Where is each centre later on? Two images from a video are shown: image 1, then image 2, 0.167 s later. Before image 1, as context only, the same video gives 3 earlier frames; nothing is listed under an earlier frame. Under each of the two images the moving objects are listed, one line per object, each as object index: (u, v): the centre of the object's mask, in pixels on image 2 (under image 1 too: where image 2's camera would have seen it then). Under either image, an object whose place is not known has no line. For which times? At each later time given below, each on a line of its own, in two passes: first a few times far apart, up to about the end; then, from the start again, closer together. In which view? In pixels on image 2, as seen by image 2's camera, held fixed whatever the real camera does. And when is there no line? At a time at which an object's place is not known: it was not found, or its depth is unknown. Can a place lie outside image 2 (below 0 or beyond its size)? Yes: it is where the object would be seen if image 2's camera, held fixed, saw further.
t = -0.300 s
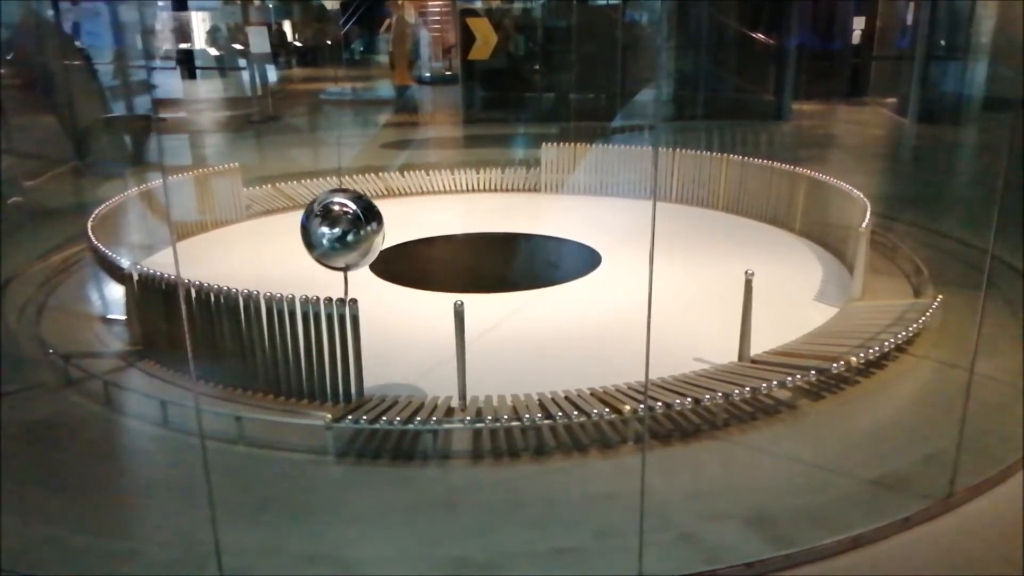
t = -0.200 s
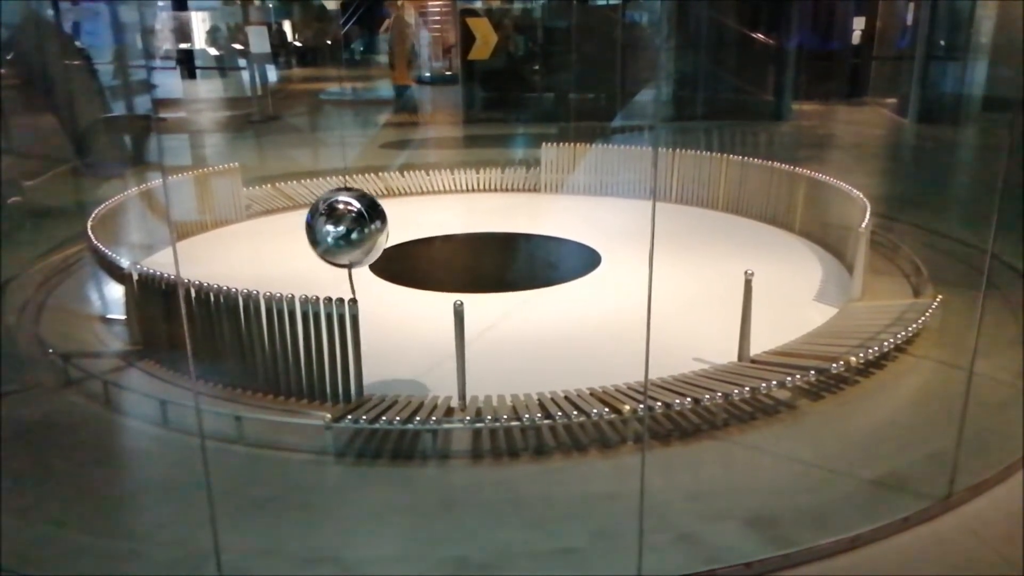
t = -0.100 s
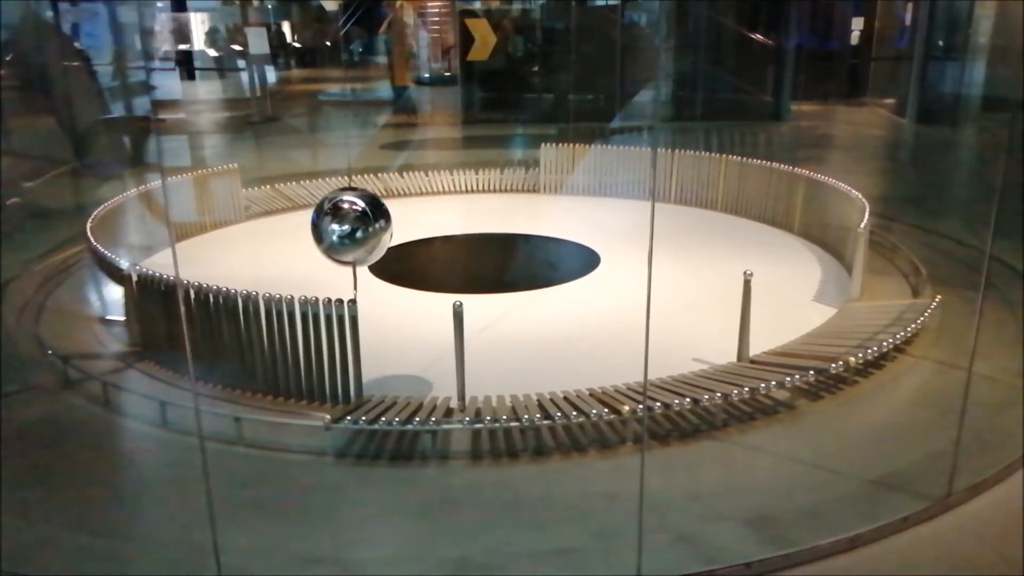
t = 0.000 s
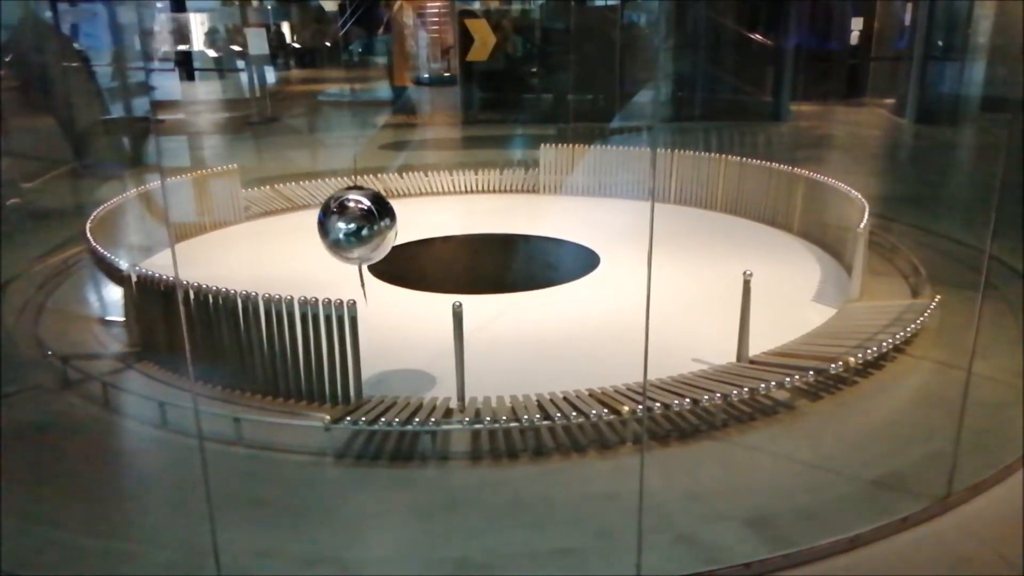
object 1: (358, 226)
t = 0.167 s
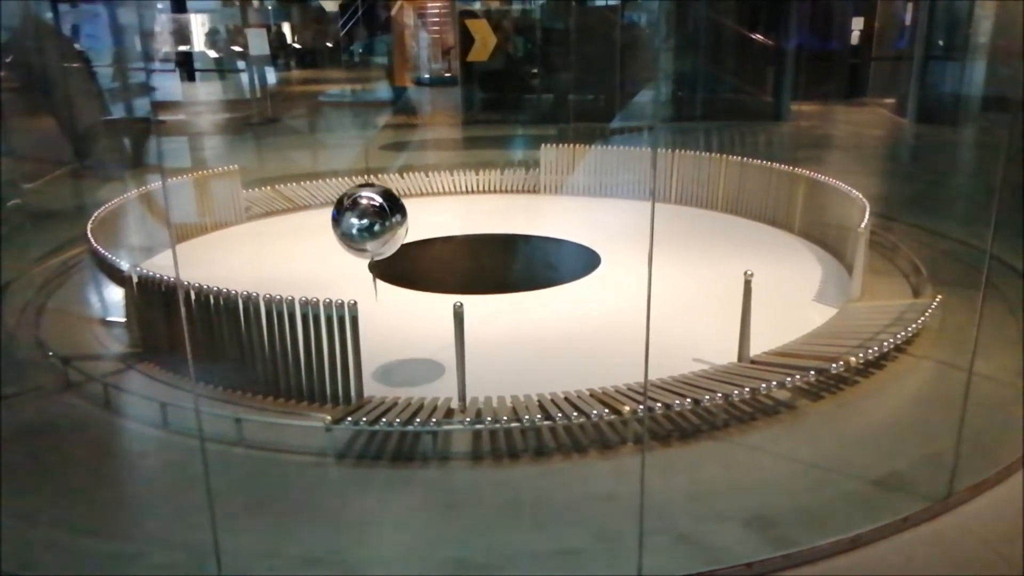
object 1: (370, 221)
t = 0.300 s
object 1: (380, 217)
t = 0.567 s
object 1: (401, 208)
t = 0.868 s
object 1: (425, 197)
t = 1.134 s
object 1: (445, 187)
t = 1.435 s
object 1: (464, 175)
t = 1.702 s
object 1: (480, 164)
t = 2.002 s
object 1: (496, 154)
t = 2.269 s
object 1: (507, 145)
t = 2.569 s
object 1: (516, 135)
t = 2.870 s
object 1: (524, 126)
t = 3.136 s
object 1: (530, 121)
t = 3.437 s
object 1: (534, 115)
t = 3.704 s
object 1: (537, 111)
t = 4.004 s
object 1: (539, 108)
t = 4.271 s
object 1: (539, 108)
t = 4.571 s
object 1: (539, 110)
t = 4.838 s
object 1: (537, 112)
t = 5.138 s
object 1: (532, 118)
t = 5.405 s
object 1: (527, 124)
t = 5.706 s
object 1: (521, 131)
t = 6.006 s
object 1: (511, 141)
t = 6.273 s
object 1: (501, 149)
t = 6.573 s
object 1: (487, 160)
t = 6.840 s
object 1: (472, 169)
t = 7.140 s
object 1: (453, 182)
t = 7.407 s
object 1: (434, 192)
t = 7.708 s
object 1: (411, 204)
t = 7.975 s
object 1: (389, 213)
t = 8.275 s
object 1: (366, 222)
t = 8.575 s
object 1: (347, 229)
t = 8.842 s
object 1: (336, 233)
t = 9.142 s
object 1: (332, 235)
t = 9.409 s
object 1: (337, 233)
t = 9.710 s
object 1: (350, 228)
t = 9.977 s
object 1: (368, 222)
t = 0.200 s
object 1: (372, 220)
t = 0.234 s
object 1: (375, 219)
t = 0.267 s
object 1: (377, 218)
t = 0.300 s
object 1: (380, 217)
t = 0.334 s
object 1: (382, 216)
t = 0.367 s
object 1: (385, 215)
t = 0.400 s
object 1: (388, 214)
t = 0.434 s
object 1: (390, 213)
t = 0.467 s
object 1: (393, 212)
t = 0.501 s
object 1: (396, 210)
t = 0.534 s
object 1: (398, 209)
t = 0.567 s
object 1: (401, 208)
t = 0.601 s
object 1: (404, 207)
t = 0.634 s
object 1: (406, 206)
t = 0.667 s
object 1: (409, 204)
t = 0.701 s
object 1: (411, 203)
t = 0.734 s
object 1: (414, 202)
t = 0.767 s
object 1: (417, 201)
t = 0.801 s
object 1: (419, 200)
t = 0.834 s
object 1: (422, 199)
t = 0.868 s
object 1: (425, 197)
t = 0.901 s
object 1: (427, 196)
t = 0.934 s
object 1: (430, 195)
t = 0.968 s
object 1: (432, 194)
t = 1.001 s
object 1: (435, 192)
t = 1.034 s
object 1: (437, 191)
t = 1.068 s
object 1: (440, 190)
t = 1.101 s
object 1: (442, 188)
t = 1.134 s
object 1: (445, 187)
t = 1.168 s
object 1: (447, 186)
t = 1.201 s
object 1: (449, 184)
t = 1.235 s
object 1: (452, 183)
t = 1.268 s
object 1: (454, 182)
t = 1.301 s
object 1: (456, 180)
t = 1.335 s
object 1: (458, 179)
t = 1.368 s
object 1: (460, 178)
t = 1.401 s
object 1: (462, 177)
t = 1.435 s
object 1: (464, 175)
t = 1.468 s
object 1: (467, 174)
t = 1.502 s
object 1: (469, 172)
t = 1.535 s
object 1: (471, 171)
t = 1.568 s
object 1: (472, 170)
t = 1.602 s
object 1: (474, 168)
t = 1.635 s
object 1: (476, 167)
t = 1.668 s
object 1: (478, 165)
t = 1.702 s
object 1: (480, 164)
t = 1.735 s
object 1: (482, 163)
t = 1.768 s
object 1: (484, 162)
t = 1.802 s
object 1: (485, 161)
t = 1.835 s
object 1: (487, 160)
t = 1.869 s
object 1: (489, 158)
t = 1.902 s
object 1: (491, 157)
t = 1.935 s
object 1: (492, 156)
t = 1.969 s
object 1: (494, 155)
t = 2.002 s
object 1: (496, 154)
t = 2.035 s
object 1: (497, 153)
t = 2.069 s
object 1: (498, 151)
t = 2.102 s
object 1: (500, 150)
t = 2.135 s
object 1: (501, 149)
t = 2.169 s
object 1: (503, 148)
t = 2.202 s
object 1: (504, 147)
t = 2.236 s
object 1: (505, 146)
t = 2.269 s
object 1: (507, 145)
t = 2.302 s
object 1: (508, 144)
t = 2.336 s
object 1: (509, 142)
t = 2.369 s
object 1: (510, 141)
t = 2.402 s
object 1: (511, 140)
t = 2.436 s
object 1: (512, 139)
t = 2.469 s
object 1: (513, 138)
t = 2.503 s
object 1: (515, 137)
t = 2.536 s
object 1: (516, 136)
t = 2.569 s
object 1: (516, 135)
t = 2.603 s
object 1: (518, 134)
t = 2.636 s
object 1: (519, 133)
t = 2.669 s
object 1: (520, 132)
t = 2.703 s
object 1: (521, 131)
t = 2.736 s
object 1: (522, 130)
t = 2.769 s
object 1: (523, 129)
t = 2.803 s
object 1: (523, 128)
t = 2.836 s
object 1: (524, 127)
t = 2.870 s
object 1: (524, 126)
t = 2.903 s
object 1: (525, 126)
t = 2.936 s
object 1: (526, 125)
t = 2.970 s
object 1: (526, 124)
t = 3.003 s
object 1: (527, 123)
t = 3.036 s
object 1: (528, 123)
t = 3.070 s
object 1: (529, 122)
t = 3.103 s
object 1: (530, 121)
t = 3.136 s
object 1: (530, 121)
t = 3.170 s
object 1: (531, 120)
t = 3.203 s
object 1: (531, 119)
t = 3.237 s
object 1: (532, 118)
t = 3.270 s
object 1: (532, 118)
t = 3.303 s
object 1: (533, 118)
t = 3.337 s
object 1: (533, 117)
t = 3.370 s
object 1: (534, 116)
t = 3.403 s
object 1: (534, 116)
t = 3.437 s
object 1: (534, 115)
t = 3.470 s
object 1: (535, 114)
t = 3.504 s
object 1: (535, 114)
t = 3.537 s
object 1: (535, 113)
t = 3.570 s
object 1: (536, 113)
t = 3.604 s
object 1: (536, 112)
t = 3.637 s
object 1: (536, 112)
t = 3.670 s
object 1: (537, 111)
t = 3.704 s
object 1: (537, 111)
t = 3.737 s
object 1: (537, 111)
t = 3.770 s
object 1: (538, 111)
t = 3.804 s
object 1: (538, 110)
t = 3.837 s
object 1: (538, 110)
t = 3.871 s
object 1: (539, 109)
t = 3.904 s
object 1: (539, 109)
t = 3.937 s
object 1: (539, 109)
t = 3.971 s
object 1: (539, 109)
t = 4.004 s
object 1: (539, 108)
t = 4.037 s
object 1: (539, 108)
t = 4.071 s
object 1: (539, 108)
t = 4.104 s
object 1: (539, 108)
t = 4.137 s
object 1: (539, 108)
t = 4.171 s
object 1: (539, 108)
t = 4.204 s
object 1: (539, 108)
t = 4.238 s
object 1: (539, 108)
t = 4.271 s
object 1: (539, 108)
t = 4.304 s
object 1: (539, 108)
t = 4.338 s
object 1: (539, 108)
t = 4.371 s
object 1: (539, 109)
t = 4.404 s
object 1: (539, 109)
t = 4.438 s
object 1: (539, 109)
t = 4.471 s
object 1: (539, 109)
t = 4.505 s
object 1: (539, 109)
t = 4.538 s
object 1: (539, 109)
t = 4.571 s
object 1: (539, 110)
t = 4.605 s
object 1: (538, 110)
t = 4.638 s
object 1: (538, 110)
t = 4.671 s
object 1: (538, 111)
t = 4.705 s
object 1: (538, 111)
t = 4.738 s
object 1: (537, 111)
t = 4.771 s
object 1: (537, 111)
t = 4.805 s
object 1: (537, 112)
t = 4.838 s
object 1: (537, 112)
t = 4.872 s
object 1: (536, 112)
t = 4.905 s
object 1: (536, 113)
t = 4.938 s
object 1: (536, 113)
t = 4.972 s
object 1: (534, 115)
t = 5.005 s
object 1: (534, 115)
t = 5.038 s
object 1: (534, 115)
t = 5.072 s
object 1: (533, 116)
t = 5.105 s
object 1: (533, 116)
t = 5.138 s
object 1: (532, 118)
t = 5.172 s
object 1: (532, 119)
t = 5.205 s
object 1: (531, 120)
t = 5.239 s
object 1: (531, 120)
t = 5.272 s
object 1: (530, 121)
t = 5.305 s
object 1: (530, 122)
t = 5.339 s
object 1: (528, 122)
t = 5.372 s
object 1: (528, 122)
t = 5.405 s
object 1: (527, 124)
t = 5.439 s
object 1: (527, 124)
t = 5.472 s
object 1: (526, 125)
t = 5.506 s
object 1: (525, 126)
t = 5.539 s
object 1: (524, 127)
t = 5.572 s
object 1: (524, 128)
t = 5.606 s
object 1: (523, 128)
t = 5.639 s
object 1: (523, 129)
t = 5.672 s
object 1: (522, 130)
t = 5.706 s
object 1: (521, 131)
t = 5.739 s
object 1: (519, 132)
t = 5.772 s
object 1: (519, 133)
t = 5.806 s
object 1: (517, 134)
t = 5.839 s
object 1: (516, 135)
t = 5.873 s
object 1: (515, 136)
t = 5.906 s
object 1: (514, 137)
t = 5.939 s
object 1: (513, 138)
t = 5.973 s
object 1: (512, 140)
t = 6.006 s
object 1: (511, 141)
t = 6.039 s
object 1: (510, 142)
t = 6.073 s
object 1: (509, 143)
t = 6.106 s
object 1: (507, 144)
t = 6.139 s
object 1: (506, 145)
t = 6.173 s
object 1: (505, 146)
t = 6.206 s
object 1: (503, 147)
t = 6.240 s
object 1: (502, 148)
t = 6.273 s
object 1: (501, 149)
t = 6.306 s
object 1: (499, 150)
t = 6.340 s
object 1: (498, 152)
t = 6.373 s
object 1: (497, 153)
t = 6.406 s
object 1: (495, 154)
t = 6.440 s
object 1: (493, 155)
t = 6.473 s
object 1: (492, 156)
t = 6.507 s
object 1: (490, 158)
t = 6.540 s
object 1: (488, 159)
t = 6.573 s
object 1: (487, 160)
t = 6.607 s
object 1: (485, 161)
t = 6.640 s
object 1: (483, 163)
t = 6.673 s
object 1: (482, 163)
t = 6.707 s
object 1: (480, 165)
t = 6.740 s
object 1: (478, 166)
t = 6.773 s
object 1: (476, 167)
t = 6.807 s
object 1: (474, 168)
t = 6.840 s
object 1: (472, 169)
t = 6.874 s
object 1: (470, 171)
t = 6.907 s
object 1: (468, 172)
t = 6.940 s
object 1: (466, 173)
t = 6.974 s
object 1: (464, 175)
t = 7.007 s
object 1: (462, 176)
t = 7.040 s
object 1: (460, 178)
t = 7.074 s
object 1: (458, 179)
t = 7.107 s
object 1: (455, 181)
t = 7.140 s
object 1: (453, 182)
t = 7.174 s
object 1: (451, 183)
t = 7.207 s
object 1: (449, 185)
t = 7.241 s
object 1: (446, 186)
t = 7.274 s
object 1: (444, 187)
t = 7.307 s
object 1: (441, 189)
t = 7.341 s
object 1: (439, 190)
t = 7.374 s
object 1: (437, 191)
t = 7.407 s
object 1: (434, 192)
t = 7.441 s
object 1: (432, 194)
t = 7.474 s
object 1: (429, 195)
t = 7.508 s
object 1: (426, 196)
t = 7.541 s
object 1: (424, 197)
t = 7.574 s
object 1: (421, 199)
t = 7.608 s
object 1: (419, 200)
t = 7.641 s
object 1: (416, 201)
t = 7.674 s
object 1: (413, 202)
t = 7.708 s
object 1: (411, 204)
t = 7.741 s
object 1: (408, 205)
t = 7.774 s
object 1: (405, 206)
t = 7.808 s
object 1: (403, 207)
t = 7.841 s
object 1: (400, 208)
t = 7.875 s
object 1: (397, 210)
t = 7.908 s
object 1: (395, 211)
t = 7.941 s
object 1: (392, 212)
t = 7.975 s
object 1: (389, 213)
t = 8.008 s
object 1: (387, 214)
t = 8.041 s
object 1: (384, 215)
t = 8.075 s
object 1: (381, 217)
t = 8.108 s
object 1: (379, 218)
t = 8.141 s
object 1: (376, 219)
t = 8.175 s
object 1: (374, 220)
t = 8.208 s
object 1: (371, 221)
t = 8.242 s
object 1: (369, 222)
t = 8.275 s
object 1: (366, 222)
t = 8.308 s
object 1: (364, 223)
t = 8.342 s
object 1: (362, 224)
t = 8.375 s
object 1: (359, 225)
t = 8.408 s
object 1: (357, 226)
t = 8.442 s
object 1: (355, 227)
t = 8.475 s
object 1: (353, 227)
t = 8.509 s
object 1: (351, 228)
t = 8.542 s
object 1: (349, 228)
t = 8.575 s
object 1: (347, 229)
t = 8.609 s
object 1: (346, 230)
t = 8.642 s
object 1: (344, 231)
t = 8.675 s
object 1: (342, 231)
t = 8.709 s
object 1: (341, 232)
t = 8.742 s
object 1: (340, 232)
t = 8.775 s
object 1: (338, 232)
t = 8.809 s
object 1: (337, 233)
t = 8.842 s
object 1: (336, 233)
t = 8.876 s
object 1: (335, 234)
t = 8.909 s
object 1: (334, 234)
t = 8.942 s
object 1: (334, 234)
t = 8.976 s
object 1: (333, 235)
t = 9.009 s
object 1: (333, 235)
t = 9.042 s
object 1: (332, 235)
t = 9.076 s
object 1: (332, 235)
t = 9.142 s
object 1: (332, 235)
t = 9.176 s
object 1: (332, 235)
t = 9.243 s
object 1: (333, 235)
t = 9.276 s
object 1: (334, 234)
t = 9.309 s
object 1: (334, 234)
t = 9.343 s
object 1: (335, 234)
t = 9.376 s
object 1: (336, 234)
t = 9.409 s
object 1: (337, 233)
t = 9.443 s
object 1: (338, 233)
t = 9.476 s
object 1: (339, 232)
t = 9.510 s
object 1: (341, 232)
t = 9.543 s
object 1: (342, 231)
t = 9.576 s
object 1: (343, 231)
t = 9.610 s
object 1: (345, 230)
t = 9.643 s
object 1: (347, 230)
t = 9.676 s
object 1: (349, 229)
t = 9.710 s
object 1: (350, 228)
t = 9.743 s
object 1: (352, 227)
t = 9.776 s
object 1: (354, 227)
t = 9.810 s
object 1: (357, 226)
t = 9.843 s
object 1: (359, 226)
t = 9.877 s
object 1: (361, 225)
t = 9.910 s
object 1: (363, 224)
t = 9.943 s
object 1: (365, 223)
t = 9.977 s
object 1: (368, 222)
